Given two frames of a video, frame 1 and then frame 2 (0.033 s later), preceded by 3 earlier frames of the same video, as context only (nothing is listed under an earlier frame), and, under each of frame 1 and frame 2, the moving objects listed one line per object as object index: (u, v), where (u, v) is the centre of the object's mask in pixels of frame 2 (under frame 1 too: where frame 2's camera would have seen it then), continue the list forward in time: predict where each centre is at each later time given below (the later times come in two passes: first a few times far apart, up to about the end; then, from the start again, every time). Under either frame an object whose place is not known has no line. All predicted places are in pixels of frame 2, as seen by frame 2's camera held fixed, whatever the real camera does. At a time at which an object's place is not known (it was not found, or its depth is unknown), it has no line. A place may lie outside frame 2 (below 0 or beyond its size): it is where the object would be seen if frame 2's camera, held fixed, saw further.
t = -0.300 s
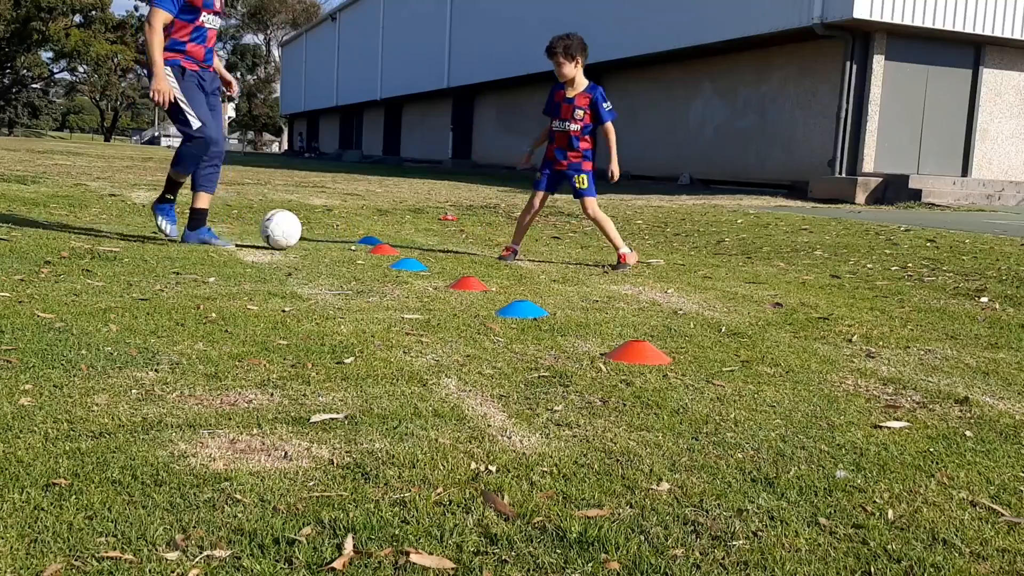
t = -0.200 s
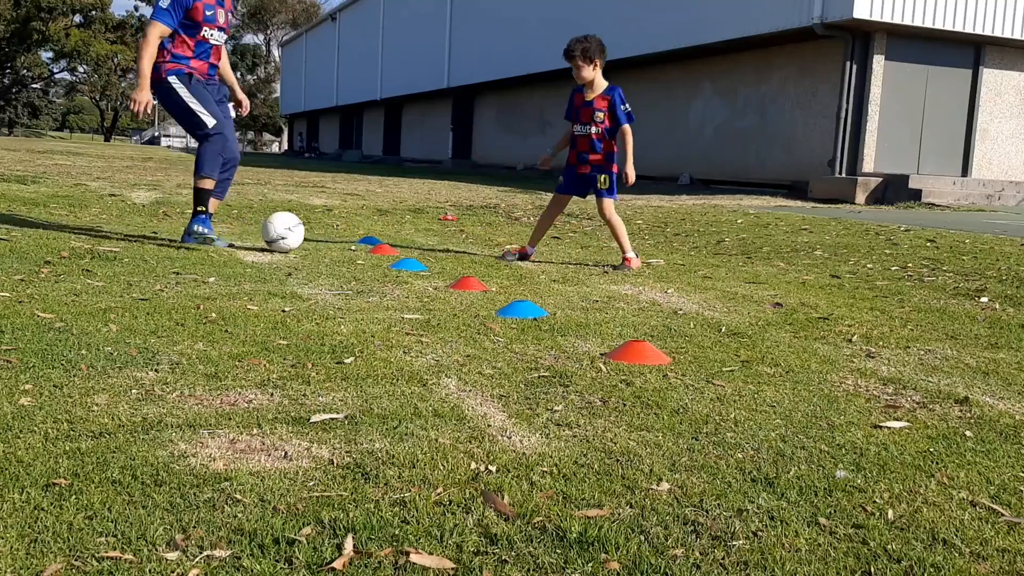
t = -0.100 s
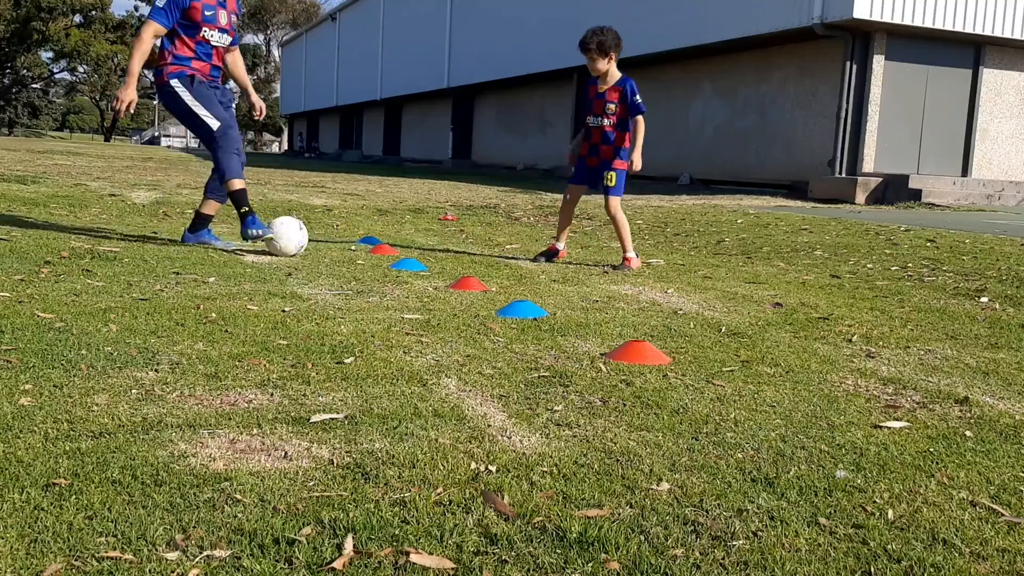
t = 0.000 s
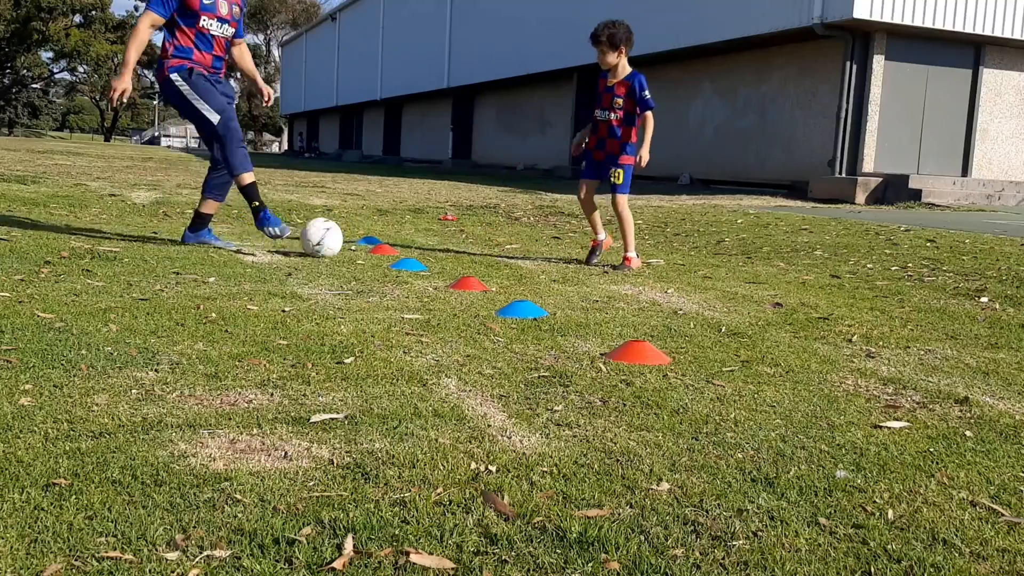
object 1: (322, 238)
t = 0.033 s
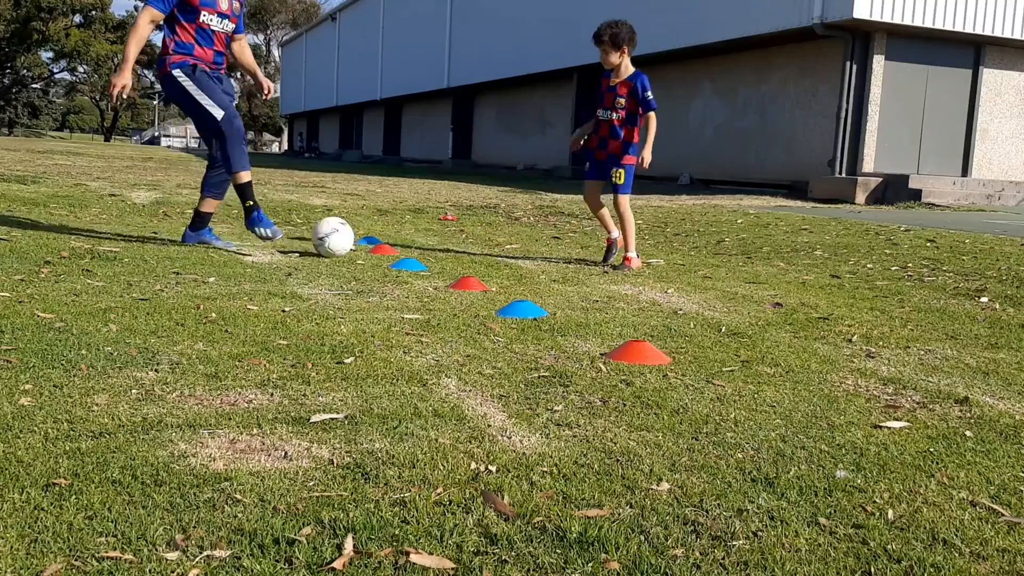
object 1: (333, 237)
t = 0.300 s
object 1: (413, 239)
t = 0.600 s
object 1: (489, 242)
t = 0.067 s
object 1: (343, 236)
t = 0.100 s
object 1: (353, 237)
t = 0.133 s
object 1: (364, 239)
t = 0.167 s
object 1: (374, 239)
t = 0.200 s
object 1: (384, 239)
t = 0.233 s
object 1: (394, 240)
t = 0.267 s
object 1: (404, 240)
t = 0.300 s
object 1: (413, 239)
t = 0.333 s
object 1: (422, 240)
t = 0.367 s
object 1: (430, 242)
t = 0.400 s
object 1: (439, 242)
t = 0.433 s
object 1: (448, 242)
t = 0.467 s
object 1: (456, 242)
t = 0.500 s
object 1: (465, 241)
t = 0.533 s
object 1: (473, 241)
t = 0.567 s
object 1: (481, 241)
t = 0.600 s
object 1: (489, 242)
